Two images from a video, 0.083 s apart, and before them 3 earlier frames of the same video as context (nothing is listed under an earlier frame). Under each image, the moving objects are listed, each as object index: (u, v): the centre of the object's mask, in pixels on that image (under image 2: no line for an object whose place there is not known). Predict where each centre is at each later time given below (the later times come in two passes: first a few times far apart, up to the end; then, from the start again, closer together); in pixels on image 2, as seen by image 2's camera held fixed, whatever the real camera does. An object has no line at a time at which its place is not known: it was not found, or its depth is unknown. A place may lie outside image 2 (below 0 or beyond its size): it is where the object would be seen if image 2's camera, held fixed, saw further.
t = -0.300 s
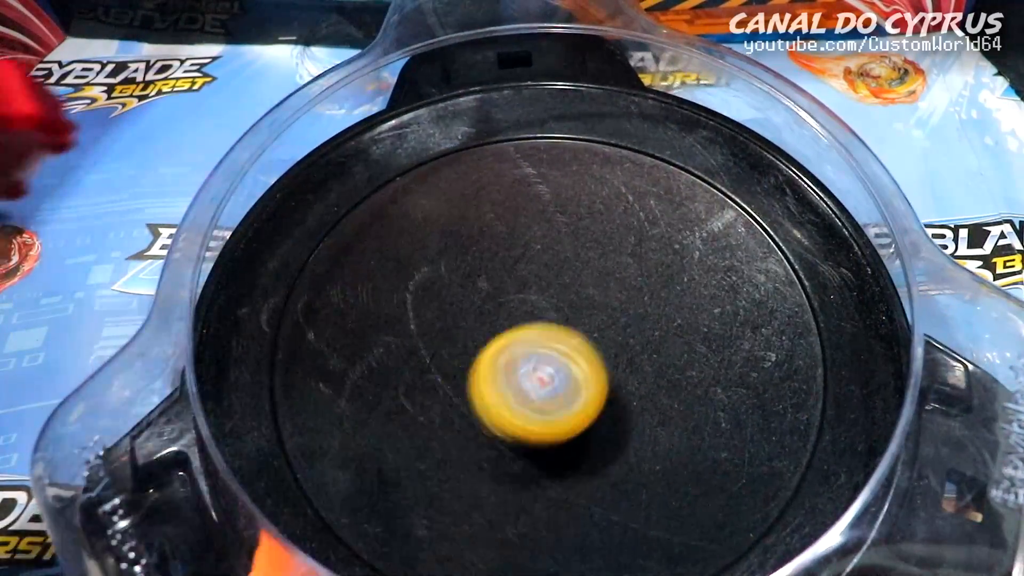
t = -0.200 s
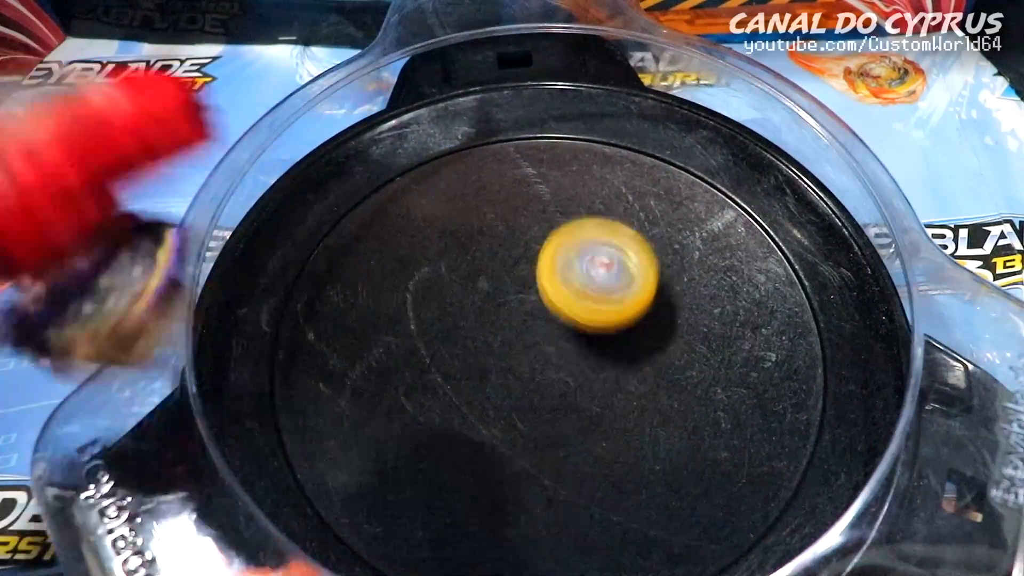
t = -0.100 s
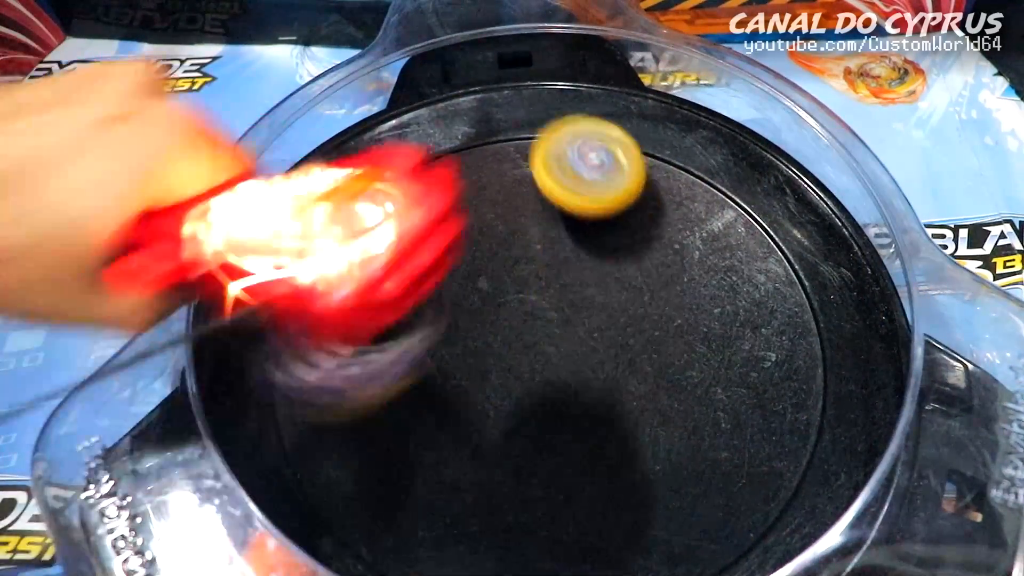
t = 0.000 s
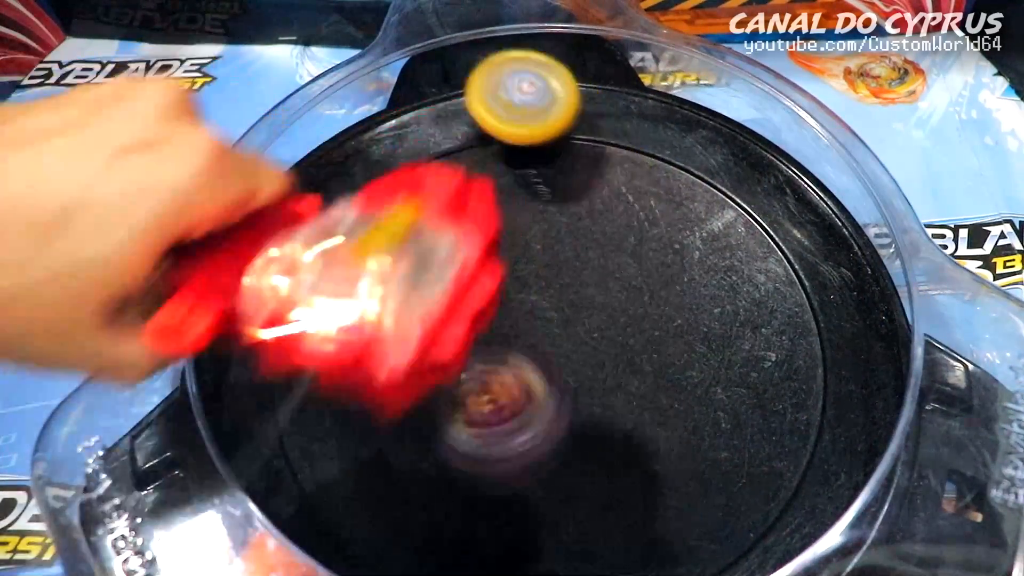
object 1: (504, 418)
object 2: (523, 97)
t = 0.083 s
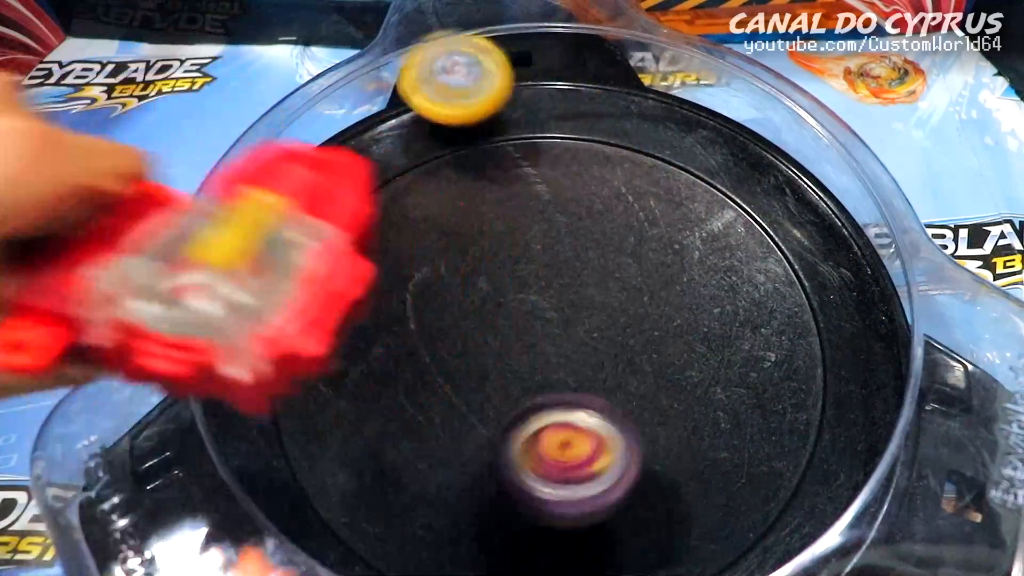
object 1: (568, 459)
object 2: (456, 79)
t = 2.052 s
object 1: (477, 427)
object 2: (720, 320)
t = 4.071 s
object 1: (837, 359)
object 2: (634, 494)
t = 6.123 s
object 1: (699, 542)
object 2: (743, 351)
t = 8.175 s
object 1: (595, 331)
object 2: (954, 511)
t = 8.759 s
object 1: (656, 229)
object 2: (959, 511)
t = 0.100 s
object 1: (579, 453)
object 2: (442, 77)
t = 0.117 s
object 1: (591, 450)
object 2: (429, 76)
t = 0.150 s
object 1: (616, 454)
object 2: (425, 94)
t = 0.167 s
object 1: (626, 459)
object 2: (429, 106)
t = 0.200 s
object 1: (638, 455)
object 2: (437, 130)
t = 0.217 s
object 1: (640, 444)
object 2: (440, 146)
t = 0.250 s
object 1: (642, 431)
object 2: (445, 177)
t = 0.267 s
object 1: (640, 420)
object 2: (448, 193)
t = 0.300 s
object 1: (629, 399)
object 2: (458, 226)
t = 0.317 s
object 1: (621, 387)
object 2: (467, 243)
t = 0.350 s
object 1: (599, 364)
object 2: (491, 276)
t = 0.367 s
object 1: (596, 362)
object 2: (496, 277)
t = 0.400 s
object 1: (602, 370)
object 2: (477, 254)
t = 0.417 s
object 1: (603, 375)
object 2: (470, 246)
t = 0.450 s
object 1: (602, 381)
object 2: (459, 234)
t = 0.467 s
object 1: (598, 383)
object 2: (454, 231)
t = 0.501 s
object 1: (586, 385)
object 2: (446, 230)
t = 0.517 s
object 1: (578, 385)
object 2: (443, 231)
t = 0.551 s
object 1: (556, 383)
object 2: (438, 234)
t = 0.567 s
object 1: (544, 381)
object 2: (437, 236)
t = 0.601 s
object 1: (513, 376)
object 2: (435, 242)
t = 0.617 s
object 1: (498, 374)
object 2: (435, 245)
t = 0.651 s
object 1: (463, 370)
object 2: (438, 253)
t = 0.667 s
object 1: (445, 372)
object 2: (440, 251)
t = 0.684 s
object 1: (425, 377)
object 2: (442, 245)
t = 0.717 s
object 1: (387, 387)
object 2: (446, 238)
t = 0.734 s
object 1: (368, 392)
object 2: (448, 235)
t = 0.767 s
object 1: (332, 405)
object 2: (452, 231)
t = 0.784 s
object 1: (318, 412)
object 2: (454, 229)
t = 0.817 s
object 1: (288, 427)
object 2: (459, 228)
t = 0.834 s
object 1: (287, 430)
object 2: (461, 227)
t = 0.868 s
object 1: (295, 440)
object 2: (467, 227)
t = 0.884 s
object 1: (302, 447)
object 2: (471, 227)
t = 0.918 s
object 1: (322, 454)
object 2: (480, 226)
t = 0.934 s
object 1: (331, 457)
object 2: (485, 226)
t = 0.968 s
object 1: (354, 462)
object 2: (496, 225)
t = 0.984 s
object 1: (365, 465)
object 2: (501, 225)
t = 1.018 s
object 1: (390, 468)
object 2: (513, 223)
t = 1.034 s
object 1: (404, 468)
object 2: (519, 222)
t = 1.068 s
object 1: (429, 467)
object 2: (531, 218)
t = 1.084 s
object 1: (440, 466)
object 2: (537, 216)
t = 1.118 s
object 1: (460, 458)
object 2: (547, 213)
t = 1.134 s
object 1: (468, 453)
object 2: (552, 211)
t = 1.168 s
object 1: (483, 436)
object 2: (561, 208)
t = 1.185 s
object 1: (489, 426)
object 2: (565, 206)
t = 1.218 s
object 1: (497, 405)
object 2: (571, 205)
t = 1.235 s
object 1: (500, 393)
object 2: (574, 205)
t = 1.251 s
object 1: (500, 381)
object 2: (577, 205)
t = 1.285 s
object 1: (499, 355)
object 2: (581, 205)
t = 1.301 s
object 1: (497, 342)
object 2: (583, 206)
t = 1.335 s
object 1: (491, 318)
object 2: (587, 208)
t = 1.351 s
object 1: (488, 306)
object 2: (589, 209)
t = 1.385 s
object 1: (477, 283)
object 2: (594, 213)
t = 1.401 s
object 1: (471, 273)
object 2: (597, 216)
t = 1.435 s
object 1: (459, 255)
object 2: (603, 222)
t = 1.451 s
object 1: (451, 245)
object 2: (606, 225)
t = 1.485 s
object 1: (436, 230)
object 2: (613, 233)
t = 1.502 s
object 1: (429, 226)
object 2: (616, 237)
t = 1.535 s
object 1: (417, 218)
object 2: (624, 246)
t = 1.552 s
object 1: (409, 215)
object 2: (628, 250)
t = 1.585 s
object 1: (395, 212)
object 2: (637, 259)
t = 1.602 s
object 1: (390, 213)
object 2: (641, 265)
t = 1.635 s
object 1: (378, 217)
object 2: (650, 275)
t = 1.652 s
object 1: (373, 221)
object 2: (656, 280)
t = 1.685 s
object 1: (363, 230)
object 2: (667, 289)
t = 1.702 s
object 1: (358, 236)
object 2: (673, 294)
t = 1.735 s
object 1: (349, 250)
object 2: (686, 301)
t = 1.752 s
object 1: (344, 257)
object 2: (692, 303)
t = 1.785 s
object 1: (336, 276)
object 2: (704, 308)
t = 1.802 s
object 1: (332, 285)
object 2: (709, 309)
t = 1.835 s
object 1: (325, 305)
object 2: (718, 312)
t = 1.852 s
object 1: (323, 317)
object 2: (721, 312)
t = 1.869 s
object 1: (321, 331)
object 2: (724, 313)
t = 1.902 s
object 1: (324, 357)
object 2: (729, 313)
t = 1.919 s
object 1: (331, 372)
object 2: (731, 313)
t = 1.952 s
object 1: (354, 398)
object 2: (732, 314)
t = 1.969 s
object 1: (370, 408)
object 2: (732, 314)
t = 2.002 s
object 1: (407, 422)
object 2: (729, 316)
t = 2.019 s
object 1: (429, 426)
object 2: (726, 317)
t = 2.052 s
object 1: (477, 427)
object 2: (720, 320)
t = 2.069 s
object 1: (500, 424)
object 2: (716, 322)
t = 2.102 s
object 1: (549, 413)
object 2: (705, 328)
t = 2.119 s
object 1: (572, 403)
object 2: (699, 331)
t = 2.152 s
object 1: (576, 389)
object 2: (738, 318)
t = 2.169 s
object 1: (573, 384)
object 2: (765, 307)
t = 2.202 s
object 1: (565, 367)
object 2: (803, 283)
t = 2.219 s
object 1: (562, 358)
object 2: (812, 270)
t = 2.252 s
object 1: (556, 336)
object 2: (824, 253)
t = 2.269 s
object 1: (553, 322)
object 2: (828, 245)
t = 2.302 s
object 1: (543, 294)
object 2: (831, 234)
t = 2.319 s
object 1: (538, 279)
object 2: (829, 228)
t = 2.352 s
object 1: (525, 253)
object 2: (819, 222)
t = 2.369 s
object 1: (516, 238)
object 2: (812, 219)
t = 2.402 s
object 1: (499, 217)
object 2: (794, 216)
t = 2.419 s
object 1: (490, 207)
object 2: (785, 216)
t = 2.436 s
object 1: (478, 196)
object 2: (773, 216)
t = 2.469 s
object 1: (455, 181)
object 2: (745, 218)
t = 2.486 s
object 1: (443, 176)
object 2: (728, 219)
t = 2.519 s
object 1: (417, 169)
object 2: (693, 223)
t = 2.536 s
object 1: (405, 169)
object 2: (676, 227)
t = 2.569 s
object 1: (375, 175)
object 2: (641, 239)
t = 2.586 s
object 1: (364, 177)
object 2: (623, 247)
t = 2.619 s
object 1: (345, 197)
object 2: (589, 269)
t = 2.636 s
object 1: (336, 208)
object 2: (574, 281)
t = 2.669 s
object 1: (322, 238)
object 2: (545, 310)
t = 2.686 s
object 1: (318, 257)
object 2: (531, 326)
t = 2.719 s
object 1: (313, 297)
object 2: (509, 360)
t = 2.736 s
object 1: (315, 319)
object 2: (501, 378)
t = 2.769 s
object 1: (331, 363)
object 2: (488, 414)
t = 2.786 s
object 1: (344, 384)
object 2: (484, 434)
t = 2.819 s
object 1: (366, 412)
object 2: (502, 484)
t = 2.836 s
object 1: (378, 422)
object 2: (515, 507)
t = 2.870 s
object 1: (412, 439)
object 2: (548, 531)
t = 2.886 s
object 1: (432, 445)
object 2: (568, 540)
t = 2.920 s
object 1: (478, 449)
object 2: (613, 546)
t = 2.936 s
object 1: (504, 448)
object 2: (634, 550)
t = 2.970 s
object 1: (553, 440)
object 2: (672, 554)
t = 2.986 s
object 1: (579, 431)
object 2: (690, 554)
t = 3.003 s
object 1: (603, 421)
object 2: (701, 551)
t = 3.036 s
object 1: (647, 395)
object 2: (717, 544)
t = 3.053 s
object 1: (664, 380)
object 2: (724, 540)
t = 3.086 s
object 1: (695, 345)
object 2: (735, 531)
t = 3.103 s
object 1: (706, 328)
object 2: (738, 526)
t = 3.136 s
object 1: (726, 289)
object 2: (745, 515)
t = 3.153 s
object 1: (728, 272)
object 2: (747, 507)
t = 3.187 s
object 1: (733, 236)
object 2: (746, 482)
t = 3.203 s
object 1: (731, 218)
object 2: (745, 465)
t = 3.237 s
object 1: (724, 188)
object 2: (737, 429)
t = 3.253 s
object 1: (717, 173)
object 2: (730, 413)
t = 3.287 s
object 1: (697, 151)
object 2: (711, 379)
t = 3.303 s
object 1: (683, 143)
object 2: (698, 363)
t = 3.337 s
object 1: (648, 135)
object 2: (669, 334)
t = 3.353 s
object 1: (632, 131)
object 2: (652, 322)
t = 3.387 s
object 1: (596, 127)
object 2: (616, 298)
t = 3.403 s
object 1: (578, 126)
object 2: (597, 289)
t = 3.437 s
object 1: (537, 124)
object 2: (557, 273)
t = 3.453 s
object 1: (520, 124)
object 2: (537, 266)
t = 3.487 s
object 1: (482, 129)
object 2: (495, 257)
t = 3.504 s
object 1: (462, 134)
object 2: (474, 255)
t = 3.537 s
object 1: (426, 148)
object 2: (431, 261)
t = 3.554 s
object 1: (409, 153)
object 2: (410, 275)
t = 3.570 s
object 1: (393, 158)
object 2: (391, 288)
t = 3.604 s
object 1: (365, 178)
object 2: (356, 316)
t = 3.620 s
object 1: (354, 189)
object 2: (341, 332)
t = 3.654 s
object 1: (340, 223)
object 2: (317, 367)
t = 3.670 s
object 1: (334, 243)
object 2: (308, 385)
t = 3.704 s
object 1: (337, 289)
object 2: (299, 423)
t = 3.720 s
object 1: (341, 313)
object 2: (301, 440)
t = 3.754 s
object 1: (363, 359)
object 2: (319, 474)
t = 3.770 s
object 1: (380, 380)
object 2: (332, 492)
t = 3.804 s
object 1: (424, 417)
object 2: (355, 524)
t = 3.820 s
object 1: (452, 432)
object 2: (365, 535)
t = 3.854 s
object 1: (510, 453)
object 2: (391, 551)
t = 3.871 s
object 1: (543, 460)
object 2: (410, 552)
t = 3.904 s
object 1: (610, 467)
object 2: (450, 550)
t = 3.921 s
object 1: (641, 466)
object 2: (468, 549)
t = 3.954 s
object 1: (701, 457)
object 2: (503, 544)
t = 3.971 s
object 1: (729, 448)
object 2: (522, 542)
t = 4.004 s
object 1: (781, 425)
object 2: (564, 533)
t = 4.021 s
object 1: (802, 412)
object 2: (583, 527)
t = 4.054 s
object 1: (832, 379)
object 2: (619, 510)
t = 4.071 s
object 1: (837, 359)
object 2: (634, 494)
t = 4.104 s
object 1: (838, 324)
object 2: (656, 458)
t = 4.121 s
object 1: (837, 305)
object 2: (664, 437)
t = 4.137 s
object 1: (837, 289)
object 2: (669, 417)
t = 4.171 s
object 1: (836, 258)
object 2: (673, 376)
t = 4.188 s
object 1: (831, 243)
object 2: (673, 355)
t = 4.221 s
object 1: (805, 219)
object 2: (666, 317)
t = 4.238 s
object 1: (792, 206)
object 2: (661, 298)
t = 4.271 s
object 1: (765, 180)
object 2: (644, 263)
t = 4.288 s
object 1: (749, 171)
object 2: (634, 247)
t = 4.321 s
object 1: (715, 155)
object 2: (609, 216)
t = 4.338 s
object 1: (701, 147)
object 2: (587, 207)
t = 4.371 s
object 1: (690, 129)
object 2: (521, 195)
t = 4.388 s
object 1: (682, 119)
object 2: (492, 189)
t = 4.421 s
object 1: (661, 108)
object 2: (439, 181)
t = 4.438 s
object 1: (649, 103)
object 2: (415, 179)
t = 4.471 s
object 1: (623, 102)
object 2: (373, 182)
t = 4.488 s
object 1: (610, 105)
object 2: (355, 185)
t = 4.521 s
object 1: (582, 116)
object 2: (326, 202)
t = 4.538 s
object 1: (566, 126)
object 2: (312, 213)
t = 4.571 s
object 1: (535, 145)
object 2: (288, 236)
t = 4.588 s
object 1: (519, 159)
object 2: (278, 246)
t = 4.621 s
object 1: (492, 190)
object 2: (265, 263)
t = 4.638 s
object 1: (481, 207)
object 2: (261, 272)
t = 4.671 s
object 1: (464, 247)
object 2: (256, 290)
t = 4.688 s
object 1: (458, 268)
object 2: (256, 299)
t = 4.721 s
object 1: (453, 311)
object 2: (257, 319)
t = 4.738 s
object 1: (453, 334)
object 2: (260, 329)
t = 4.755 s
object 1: (457, 357)
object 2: (265, 340)
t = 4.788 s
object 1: (470, 400)
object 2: (283, 368)
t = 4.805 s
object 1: (480, 421)
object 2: (296, 384)
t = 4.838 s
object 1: (507, 458)
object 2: (326, 412)
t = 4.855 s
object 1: (523, 475)
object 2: (344, 425)
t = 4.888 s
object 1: (563, 503)
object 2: (385, 445)
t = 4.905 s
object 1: (585, 511)
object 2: (407, 453)
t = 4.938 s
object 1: (633, 519)
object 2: (457, 462)
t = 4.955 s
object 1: (659, 521)
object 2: (483, 463)
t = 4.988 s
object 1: (708, 519)
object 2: (534, 459)
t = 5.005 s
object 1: (731, 516)
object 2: (559, 455)
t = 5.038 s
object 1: (766, 495)
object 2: (607, 439)
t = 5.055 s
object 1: (777, 481)
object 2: (629, 429)
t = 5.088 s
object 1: (797, 451)
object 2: (659, 398)
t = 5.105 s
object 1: (806, 435)
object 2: (666, 378)
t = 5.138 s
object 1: (812, 402)
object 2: (678, 340)
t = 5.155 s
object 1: (810, 385)
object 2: (682, 322)
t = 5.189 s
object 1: (806, 354)
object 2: (686, 285)
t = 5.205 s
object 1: (804, 339)
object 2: (685, 268)
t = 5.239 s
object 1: (792, 307)
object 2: (678, 235)
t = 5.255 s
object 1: (782, 294)
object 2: (672, 220)
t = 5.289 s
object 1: (758, 272)
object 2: (657, 191)
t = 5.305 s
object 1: (741, 263)
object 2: (649, 178)
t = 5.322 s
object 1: (723, 256)
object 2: (639, 167)
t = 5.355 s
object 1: (686, 246)
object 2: (617, 147)
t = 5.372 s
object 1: (668, 248)
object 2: (605, 138)
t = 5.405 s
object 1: (631, 252)
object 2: (579, 126)
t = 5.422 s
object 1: (611, 256)
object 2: (566, 122)
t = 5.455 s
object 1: (574, 268)
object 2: (539, 119)
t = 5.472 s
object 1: (557, 275)
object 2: (525, 122)
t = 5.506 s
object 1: (526, 294)
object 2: (499, 127)
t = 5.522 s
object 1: (511, 305)
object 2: (486, 132)
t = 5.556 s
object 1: (484, 331)
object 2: (463, 144)
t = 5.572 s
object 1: (473, 344)
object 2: (452, 153)
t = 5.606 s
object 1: (454, 372)
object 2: (432, 174)
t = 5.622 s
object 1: (447, 387)
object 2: (424, 186)
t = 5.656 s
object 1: (438, 416)
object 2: (411, 213)
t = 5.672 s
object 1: (435, 429)
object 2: (406, 229)
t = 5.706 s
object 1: (434, 457)
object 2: (402, 261)
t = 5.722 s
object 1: (437, 472)
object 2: (401, 279)
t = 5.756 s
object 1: (445, 499)
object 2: (407, 313)
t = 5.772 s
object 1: (450, 510)
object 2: (411, 331)
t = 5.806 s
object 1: (466, 524)
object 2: (427, 366)
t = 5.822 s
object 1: (476, 529)
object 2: (438, 382)
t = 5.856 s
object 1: (501, 538)
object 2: (464, 414)
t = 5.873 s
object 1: (515, 541)
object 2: (481, 428)
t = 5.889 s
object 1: (531, 544)
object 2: (498, 440)
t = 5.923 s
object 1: (560, 548)
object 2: (538, 452)
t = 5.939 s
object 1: (576, 548)
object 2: (560, 450)
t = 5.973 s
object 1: (604, 547)
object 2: (605, 439)
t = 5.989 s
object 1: (618, 548)
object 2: (626, 433)
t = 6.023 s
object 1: (644, 548)
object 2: (663, 418)
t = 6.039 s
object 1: (653, 548)
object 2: (680, 408)
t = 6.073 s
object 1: (674, 548)
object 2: (709, 387)
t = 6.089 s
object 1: (683, 547)
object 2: (722, 376)
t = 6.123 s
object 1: (699, 542)
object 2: (743, 351)
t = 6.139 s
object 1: (704, 538)
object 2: (752, 339)
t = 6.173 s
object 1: (710, 528)
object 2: (763, 313)
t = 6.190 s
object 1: (711, 523)
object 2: (767, 299)
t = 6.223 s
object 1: (715, 503)
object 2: (769, 273)
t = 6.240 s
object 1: (713, 487)
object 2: (768, 261)
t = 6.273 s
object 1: (707, 451)
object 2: (760, 238)
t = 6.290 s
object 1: (700, 434)
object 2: (754, 228)
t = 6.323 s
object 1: (682, 400)
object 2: (739, 209)
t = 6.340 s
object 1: (672, 385)
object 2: (730, 202)
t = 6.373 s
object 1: (646, 356)
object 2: (710, 190)
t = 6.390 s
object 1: (632, 343)
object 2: (698, 184)
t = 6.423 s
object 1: (603, 319)
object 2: (674, 178)
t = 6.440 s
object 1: (586, 309)
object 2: (660, 177)
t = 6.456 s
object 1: (573, 301)
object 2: (647, 177)
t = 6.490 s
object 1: (539, 286)
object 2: (619, 179)
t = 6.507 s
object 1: (524, 281)
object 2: (605, 181)
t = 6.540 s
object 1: (489, 272)
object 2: (577, 190)
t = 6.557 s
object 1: (472, 271)
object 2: (565, 195)
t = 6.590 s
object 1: (432, 271)
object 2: (543, 205)
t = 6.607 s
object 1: (415, 272)
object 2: (532, 211)
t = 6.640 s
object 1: (379, 278)
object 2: (512, 226)
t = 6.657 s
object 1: (365, 285)
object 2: (502, 235)
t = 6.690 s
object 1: (338, 296)
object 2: (484, 254)
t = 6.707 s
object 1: (327, 303)
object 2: (476, 265)
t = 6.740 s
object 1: (305, 318)
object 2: (462, 289)
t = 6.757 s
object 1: (296, 326)
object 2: (456, 302)
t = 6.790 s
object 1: (278, 345)
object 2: (447, 328)
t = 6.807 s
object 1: (272, 354)
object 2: (444, 342)
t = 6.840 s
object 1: (285, 374)
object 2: (442, 370)
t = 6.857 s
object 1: (294, 388)
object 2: (442, 384)
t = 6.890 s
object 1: (291, 403)
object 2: (477, 421)
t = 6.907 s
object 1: (282, 402)
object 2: (515, 442)
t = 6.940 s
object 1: (280, 402)
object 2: (590, 477)
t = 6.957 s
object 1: (286, 404)
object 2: (626, 490)
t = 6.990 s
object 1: (308, 403)
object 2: (689, 505)
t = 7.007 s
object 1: (319, 403)
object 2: (717, 508)
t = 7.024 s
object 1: (331, 401)
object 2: (743, 507)
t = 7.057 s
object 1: (355, 396)
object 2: (781, 494)
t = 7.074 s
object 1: (368, 394)
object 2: (796, 487)
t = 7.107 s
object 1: (392, 387)
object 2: (848, 490)
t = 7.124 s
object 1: (403, 383)
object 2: (866, 488)
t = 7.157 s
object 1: (427, 374)
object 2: (892, 479)
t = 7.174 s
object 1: (438, 368)
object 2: (901, 475)
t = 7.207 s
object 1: (457, 355)
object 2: (921, 474)
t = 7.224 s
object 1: (465, 348)
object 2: (925, 473)
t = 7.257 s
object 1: (479, 333)
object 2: (944, 482)
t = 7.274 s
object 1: (486, 327)
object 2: (952, 490)
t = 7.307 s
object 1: (498, 311)
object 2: (965, 503)
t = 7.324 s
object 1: (500, 303)
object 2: (963, 506)
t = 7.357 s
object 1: (505, 289)
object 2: (955, 511)
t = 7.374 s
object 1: (508, 282)
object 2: (953, 512)
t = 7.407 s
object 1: (509, 267)
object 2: (953, 512)
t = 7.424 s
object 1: (508, 260)
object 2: (954, 512)
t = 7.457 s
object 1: (506, 246)
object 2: (956, 512)
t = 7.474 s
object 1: (504, 238)
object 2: (957, 512)
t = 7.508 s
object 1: (499, 225)
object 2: (958, 512)
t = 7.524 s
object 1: (496, 218)
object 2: (958, 512)
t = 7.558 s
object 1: (491, 206)
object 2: (958, 512)
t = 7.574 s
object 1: (486, 198)
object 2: (958, 512)
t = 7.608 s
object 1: (479, 187)
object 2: (958, 512)
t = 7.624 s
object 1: (476, 181)
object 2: (957, 512)
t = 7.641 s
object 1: (470, 175)
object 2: (957, 511)
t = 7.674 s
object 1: (462, 165)
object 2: (957, 512)
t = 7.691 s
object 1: (458, 161)
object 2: (956, 511)
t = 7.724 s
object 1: (448, 155)
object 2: (956, 511)
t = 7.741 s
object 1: (443, 153)
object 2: (955, 511)
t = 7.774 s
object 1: (431, 149)
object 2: (954, 511)
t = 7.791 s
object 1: (425, 149)
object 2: (954, 512)
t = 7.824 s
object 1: (412, 153)
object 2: (954, 512)
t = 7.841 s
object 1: (406, 157)
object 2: (955, 512)
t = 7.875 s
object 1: (397, 174)
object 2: (955, 512)
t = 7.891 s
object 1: (395, 184)
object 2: (955, 512)
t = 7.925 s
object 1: (401, 210)
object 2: (956, 512)
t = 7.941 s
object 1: (406, 221)
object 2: (955, 512)
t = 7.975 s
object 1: (425, 248)
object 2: (955, 512)
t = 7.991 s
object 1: (436, 259)
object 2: (955, 512)
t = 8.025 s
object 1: (462, 283)
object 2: (955, 512)
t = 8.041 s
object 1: (476, 292)
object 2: (955, 512)
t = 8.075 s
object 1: (507, 309)
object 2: (955, 512)
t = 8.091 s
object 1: (522, 316)
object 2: (955, 511)
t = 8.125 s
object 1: (552, 325)
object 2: (955, 511)
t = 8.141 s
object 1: (566, 329)
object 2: (955, 511)
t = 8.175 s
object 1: (595, 331)
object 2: (954, 511)
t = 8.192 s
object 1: (608, 332)
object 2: (954, 511)
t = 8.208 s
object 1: (619, 332)
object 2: (954, 511)
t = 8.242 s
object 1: (642, 328)
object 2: (955, 511)
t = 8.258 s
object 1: (653, 325)
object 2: (955, 511)
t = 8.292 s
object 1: (673, 318)
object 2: (955, 511)
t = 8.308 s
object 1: (685, 314)
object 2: (955, 511)
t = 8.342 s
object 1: (703, 307)
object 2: (954, 511)
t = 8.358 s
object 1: (712, 303)
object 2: (954, 511)
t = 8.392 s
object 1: (730, 292)
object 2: (954, 512)
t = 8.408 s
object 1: (735, 288)
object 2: (954, 512)
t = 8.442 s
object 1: (750, 277)
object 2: (954, 512)
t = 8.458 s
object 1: (754, 271)
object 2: (955, 512)
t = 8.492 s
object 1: (765, 259)
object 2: (956, 512)
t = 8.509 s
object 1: (767, 252)
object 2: (956, 512)
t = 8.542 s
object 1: (770, 240)
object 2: (957, 512)
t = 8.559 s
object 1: (770, 233)
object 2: (957, 512)
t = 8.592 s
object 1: (767, 221)
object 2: (958, 512)
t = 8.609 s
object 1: (764, 213)
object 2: (958, 512)
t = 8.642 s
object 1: (749, 205)
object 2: (959, 512)
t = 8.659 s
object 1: (738, 203)
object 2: (959, 511)
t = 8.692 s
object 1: (713, 204)
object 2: (959, 511)
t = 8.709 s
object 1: (698, 208)
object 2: (959, 511)
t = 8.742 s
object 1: (670, 220)
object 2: (959, 511)
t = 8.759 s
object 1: (656, 229)
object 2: (959, 511)
